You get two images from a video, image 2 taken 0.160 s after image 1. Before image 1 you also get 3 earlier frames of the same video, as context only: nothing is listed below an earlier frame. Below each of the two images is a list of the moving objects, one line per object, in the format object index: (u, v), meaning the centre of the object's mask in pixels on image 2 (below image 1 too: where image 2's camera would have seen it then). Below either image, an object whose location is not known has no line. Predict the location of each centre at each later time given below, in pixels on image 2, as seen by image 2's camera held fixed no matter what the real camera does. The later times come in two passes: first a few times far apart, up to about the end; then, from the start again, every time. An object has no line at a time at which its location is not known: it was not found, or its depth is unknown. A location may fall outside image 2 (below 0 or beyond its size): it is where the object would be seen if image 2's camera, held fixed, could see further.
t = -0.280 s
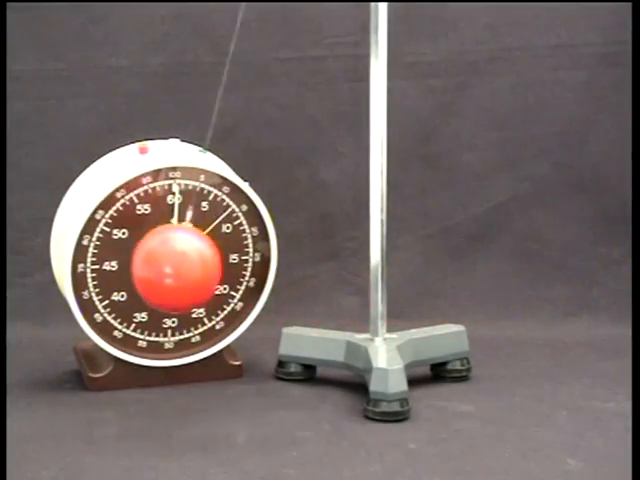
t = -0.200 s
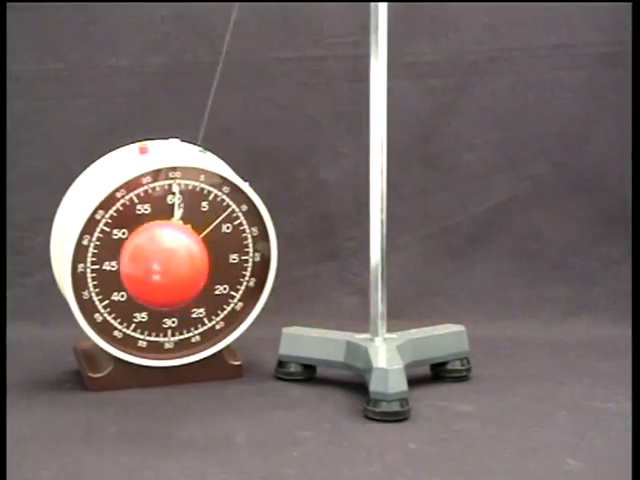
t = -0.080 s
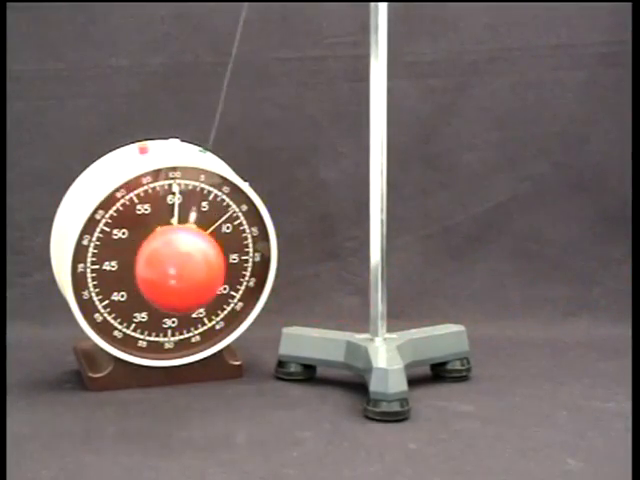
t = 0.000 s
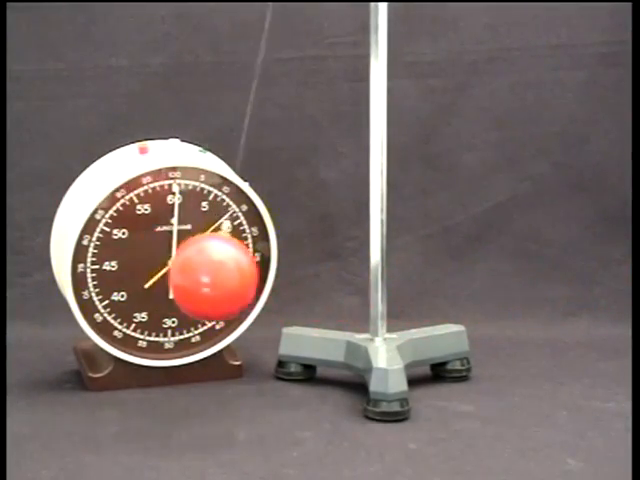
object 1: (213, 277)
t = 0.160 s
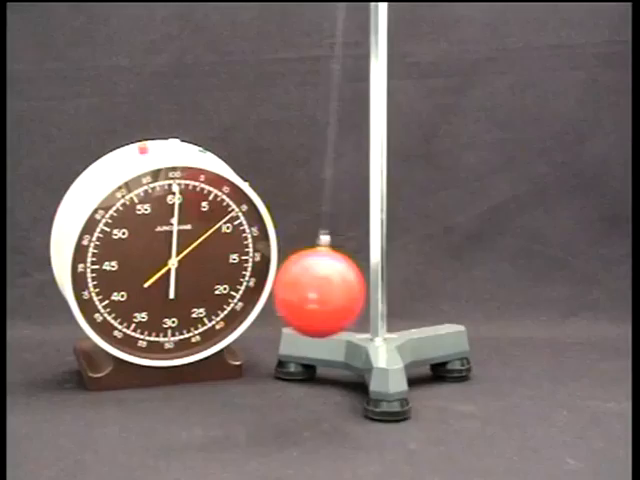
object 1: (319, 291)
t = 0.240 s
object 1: (382, 294)
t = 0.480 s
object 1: (541, 278)
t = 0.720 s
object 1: (565, 273)
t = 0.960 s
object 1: (435, 293)
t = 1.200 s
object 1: (253, 284)
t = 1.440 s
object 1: (166, 265)
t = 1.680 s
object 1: (236, 281)
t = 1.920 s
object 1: (414, 293)
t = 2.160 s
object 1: (556, 275)
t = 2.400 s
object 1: (550, 277)
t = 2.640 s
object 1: (403, 294)
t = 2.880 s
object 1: (229, 280)
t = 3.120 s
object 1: (168, 266)
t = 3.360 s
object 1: (264, 285)
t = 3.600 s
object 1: (444, 292)
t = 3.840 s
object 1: (564, 273)
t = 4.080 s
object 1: (531, 281)
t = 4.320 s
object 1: (370, 294)
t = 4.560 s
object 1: (210, 276)
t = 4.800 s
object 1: (176, 268)
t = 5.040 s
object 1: (294, 289)
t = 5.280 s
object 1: (472, 289)
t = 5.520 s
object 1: (568, 273)
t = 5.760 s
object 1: (509, 284)
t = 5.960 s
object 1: (369, 294)
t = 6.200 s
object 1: (211, 276)
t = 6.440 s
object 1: (178, 268)
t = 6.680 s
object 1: (296, 290)
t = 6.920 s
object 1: (472, 289)
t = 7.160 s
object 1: (566, 273)
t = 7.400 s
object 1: (507, 285)
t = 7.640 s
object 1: (337, 293)
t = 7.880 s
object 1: (195, 272)
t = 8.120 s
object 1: (191, 271)
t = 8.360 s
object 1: (325, 292)
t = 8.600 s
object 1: (497, 286)
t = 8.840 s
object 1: (565, 273)
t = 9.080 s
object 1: (481, 288)
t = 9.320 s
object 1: (309, 291)
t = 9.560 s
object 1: (186, 270)
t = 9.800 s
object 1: (208, 275)
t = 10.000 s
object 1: (327, 292)
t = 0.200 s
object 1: (350, 294)
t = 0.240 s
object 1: (382, 294)
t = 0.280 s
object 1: (414, 293)
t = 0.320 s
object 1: (444, 292)
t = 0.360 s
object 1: (473, 289)
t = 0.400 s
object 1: (499, 286)
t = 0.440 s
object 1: (522, 282)
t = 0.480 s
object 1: (541, 278)
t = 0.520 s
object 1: (557, 275)
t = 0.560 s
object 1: (568, 273)
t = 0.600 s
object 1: (574, 271)
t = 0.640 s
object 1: (576, 271)
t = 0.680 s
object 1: (573, 271)
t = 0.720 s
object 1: (565, 273)
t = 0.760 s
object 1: (553, 276)
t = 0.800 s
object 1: (536, 279)
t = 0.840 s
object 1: (515, 283)
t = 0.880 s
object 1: (491, 287)
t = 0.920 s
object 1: (464, 290)
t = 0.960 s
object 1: (435, 293)
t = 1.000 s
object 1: (404, 294)
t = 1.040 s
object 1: (372, 294)
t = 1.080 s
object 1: (340, 293)
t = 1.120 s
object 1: (310, 291)
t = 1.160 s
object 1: (280, 288)
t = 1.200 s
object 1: (253, 284)
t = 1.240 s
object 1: (228, 279)
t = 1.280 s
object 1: (207, 275)
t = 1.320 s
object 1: (191, 271)
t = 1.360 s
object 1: (177, 268)
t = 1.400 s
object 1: (169, 266)
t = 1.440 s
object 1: (166, 265)
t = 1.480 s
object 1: (166, 265)
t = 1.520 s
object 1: (172, 266)
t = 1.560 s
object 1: (182, 269)
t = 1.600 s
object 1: (196, 272)
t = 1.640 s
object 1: (215, 277)
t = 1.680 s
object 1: (236, 281)
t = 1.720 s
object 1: (263, 285)
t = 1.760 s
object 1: (291, 289)
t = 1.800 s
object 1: (320, 291)
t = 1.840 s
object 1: (350, 293)
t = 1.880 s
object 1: (382, 294)
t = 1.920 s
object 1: (414, 293)
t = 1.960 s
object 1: (444, 292)
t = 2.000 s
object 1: (473, 289)
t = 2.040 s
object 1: (499, 286)
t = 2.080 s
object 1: (521, 282)
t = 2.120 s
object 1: (540, 279)
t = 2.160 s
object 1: (556, 275)
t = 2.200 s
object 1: (566, 273)
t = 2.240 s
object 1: (572, 272)
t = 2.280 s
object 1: (573, 271)
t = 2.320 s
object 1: (571, 272)
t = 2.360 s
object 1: (563, 274)
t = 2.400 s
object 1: (550, 277)
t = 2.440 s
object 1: (533, 280)
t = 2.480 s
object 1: (513, 283)
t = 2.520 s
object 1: (489, 287)
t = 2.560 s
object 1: (462, 290)
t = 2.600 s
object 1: (433, 293)
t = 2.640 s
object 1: (403, 294)
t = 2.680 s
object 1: (371, 294)
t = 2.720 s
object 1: (339, 293)
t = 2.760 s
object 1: (310, 291)
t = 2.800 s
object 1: (281, 288)
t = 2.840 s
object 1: (253, 284)
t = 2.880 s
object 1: (229, 280)
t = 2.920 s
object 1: (208, 276)
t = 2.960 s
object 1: (192, 272)
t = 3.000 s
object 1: (179, 268)
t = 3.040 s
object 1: (171, 266)
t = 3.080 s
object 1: (167, 265)
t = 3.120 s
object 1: (168, 266)
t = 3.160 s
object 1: (173, 267)
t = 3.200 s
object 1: (184, 269)
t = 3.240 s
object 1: (198, 273)
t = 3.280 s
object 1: (217, 277)
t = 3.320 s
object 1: (239, 281)
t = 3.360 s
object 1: (264, 285)
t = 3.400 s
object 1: (292, 289)
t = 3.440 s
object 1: (321, 292)
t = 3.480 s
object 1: (351, 294)
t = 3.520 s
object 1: (383, 294)
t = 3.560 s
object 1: (415, 293)
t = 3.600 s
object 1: (444, 292)
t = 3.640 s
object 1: (472, 289)
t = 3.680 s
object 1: (498, 286)
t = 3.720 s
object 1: (520, 282)
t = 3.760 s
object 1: (539, 279)
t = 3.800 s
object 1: (554, 276)
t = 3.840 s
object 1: (564, 273)
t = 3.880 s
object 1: (570, 272)
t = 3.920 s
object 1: (571, 272)
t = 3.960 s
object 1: (568, 272)
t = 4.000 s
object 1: (560, 274)
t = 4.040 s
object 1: (548, 277)
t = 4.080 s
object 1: (531, 281)
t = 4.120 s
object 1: (511, 284)
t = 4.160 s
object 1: (487, 287)
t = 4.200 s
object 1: (460, 291)
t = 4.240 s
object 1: (432, 293)
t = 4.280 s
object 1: (401, 294)
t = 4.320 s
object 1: (370, 294)
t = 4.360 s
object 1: (338, 293)
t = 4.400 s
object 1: (310, 291)
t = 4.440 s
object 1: (281, 288)
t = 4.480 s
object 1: (254, 284)
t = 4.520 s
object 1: (229, 280)
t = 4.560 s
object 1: (210, 276)
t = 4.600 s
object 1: (193, 272)
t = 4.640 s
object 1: (180, 269)
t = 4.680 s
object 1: (173, 267)
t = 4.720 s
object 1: (170, 266)
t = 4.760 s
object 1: (171, 266)
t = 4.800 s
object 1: (176, 268)
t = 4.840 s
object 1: (186, 270)
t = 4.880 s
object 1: (200, 273)
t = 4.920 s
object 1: (219, 277)
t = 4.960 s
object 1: (241, 282)
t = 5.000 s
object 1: (266, 286)
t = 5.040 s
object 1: (294, 289)
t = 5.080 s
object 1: (322, 292)
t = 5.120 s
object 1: (353, 294)
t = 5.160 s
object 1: (384, 294)
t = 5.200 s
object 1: (415, 293)
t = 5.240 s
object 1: (445, 292)
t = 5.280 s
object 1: (472, 289)
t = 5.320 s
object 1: (497, 286)
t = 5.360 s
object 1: (519, 283)
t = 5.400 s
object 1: (538, 279)
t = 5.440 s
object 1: (552, 276)
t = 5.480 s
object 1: (563, 274)
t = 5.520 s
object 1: (568, 273)
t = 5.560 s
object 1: (569, 272)
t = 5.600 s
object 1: (566, 273)
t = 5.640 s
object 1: (558, 275)
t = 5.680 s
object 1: (546, 278)
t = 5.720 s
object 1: (529, 281)
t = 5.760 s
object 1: (509, 284)
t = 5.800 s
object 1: (485, 288)
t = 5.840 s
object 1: (459, 291)
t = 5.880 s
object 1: (431, 293)
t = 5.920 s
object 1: (400, 294)
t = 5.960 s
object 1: (369, 294)
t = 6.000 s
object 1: (338, 293)
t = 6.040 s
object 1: (309, 291)
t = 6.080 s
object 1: (281, 288)
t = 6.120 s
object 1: (254, 284)
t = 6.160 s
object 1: (231, 280)
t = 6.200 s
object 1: (211, 276)
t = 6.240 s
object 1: (194, 272)
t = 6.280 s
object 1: (182, 269)
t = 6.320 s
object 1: (175, 267)
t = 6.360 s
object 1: (172, 267)
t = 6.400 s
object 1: (173, 267)
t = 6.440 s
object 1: (178, 268)
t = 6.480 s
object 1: (188, 270)
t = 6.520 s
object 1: (203, 274)
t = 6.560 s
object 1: (221, 277)
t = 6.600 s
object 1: (243, 282)
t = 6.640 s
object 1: (268, 286)
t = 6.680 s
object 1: (296, 290)
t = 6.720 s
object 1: (324, 292)
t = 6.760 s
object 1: (354, 294)
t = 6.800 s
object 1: (385, 294)
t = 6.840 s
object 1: (416, 293)
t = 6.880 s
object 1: (445, 292)
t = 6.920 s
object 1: (472, 289)
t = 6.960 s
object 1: (497, 286)
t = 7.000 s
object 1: (518, 283)
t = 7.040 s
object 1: (536, 279)
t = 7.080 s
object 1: (551, 276)
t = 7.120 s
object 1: (561, 274)
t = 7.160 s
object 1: (566, 273)
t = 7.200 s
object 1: (567, 273)
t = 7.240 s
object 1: (564, 273)
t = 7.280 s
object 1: (556, 275)
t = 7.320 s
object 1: (543, 278)
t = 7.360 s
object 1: (527, 281)
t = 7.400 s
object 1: (507, 285)
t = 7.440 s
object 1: (483, 288)
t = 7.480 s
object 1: (457, 291)
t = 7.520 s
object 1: (429, 293)
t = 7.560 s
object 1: (398, 294)
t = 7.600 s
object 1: (368, 294)
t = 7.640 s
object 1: (337, 293)
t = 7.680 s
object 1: (309, 291)
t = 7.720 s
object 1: (281, 288)
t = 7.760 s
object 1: (254, 284)
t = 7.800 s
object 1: (231, 280)
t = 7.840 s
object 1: (212, 277)
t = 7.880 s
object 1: (195, 272)
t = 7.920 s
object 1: (184, 269)
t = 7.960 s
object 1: (176, 267)
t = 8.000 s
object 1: (173, 267)
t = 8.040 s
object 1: (175, 267)
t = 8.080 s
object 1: (180, 269)
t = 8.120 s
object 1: (191, 271)
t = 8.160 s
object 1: (205, 274)
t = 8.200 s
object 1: (223, 278)
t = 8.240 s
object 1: (245, 283)
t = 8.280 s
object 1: (270, 286)
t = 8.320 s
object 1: (297, 290)
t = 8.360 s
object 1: (325, 292)
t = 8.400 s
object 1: (355, 294)
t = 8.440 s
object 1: (386, 294)
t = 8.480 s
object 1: (416, 293)
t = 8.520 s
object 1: (445, 292)
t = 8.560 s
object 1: (472, 290)
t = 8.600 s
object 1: (497, 286)
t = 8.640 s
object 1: (518, 283)
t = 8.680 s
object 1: (536, 280)
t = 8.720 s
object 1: (550, 277)
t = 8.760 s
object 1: (560, 275)
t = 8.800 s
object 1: (565, 274)
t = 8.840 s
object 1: (565, 273)
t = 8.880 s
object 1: (562, 274)
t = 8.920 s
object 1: (554, 276)
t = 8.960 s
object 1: (541, 279)
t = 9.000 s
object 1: (524, 282)
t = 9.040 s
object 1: (504, 285)
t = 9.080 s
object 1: (481, 288)
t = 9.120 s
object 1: (455, 291)
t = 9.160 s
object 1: (427, 293)
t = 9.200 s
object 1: (397, 294)
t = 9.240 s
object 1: (367, 294)
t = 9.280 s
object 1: (336, 293)
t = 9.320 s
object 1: (309, 291)
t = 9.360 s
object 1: (281, 288)
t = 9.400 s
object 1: (254, 284)
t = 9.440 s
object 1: (232, 280)
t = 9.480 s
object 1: (213, 276)
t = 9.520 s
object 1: (197, 273)
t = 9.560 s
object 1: (186, 270)
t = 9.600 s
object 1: (178, 268)
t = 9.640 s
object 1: (175, 268)
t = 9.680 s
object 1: (177, 268)
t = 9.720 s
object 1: (183, 269)
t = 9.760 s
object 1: (193, 272)
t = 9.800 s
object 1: (208, 275)
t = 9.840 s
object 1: (225, 278)
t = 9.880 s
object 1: (248, 283)
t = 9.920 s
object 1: (273, 287)
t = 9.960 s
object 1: (300, 290)
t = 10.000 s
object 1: (327, 292)
